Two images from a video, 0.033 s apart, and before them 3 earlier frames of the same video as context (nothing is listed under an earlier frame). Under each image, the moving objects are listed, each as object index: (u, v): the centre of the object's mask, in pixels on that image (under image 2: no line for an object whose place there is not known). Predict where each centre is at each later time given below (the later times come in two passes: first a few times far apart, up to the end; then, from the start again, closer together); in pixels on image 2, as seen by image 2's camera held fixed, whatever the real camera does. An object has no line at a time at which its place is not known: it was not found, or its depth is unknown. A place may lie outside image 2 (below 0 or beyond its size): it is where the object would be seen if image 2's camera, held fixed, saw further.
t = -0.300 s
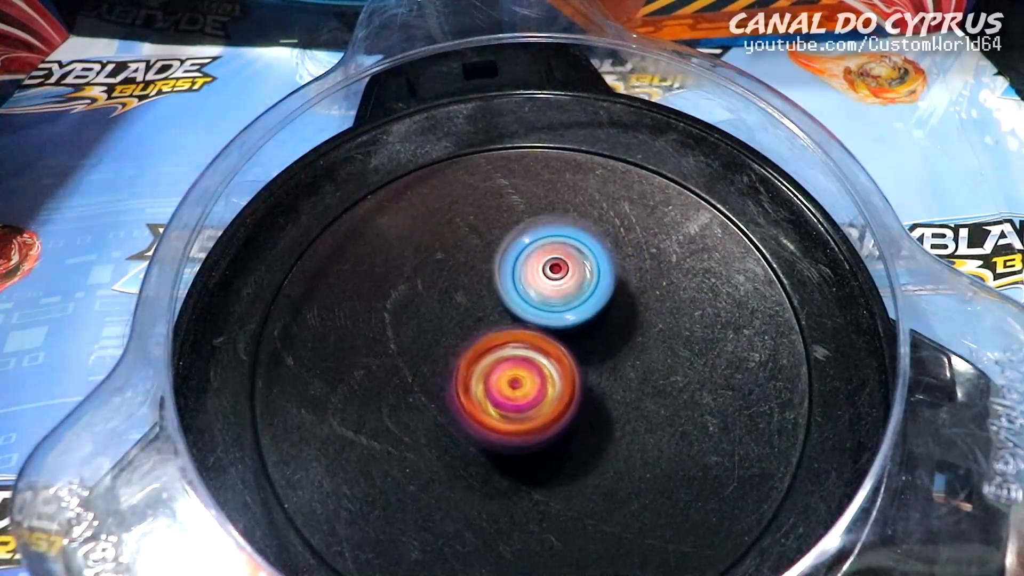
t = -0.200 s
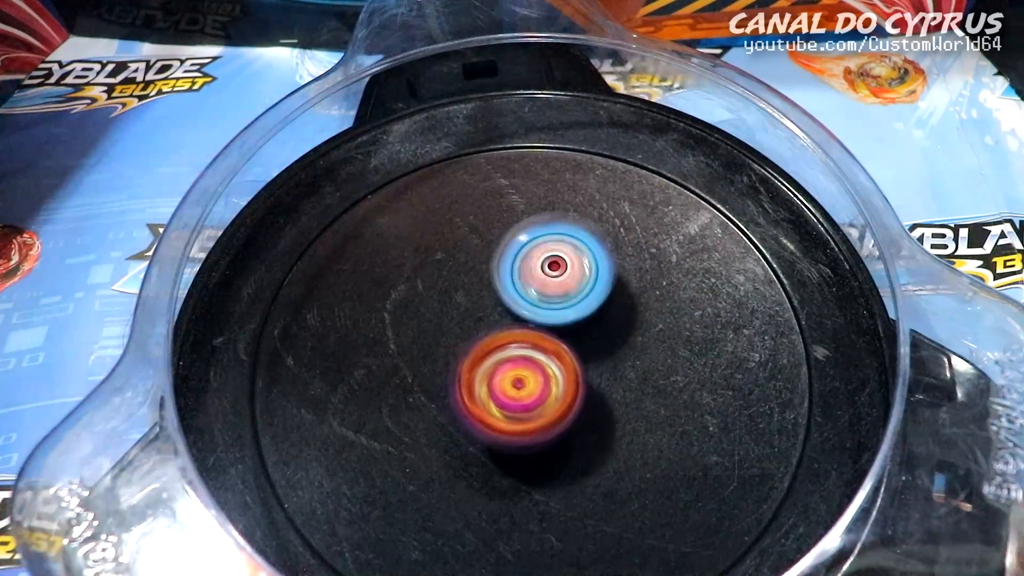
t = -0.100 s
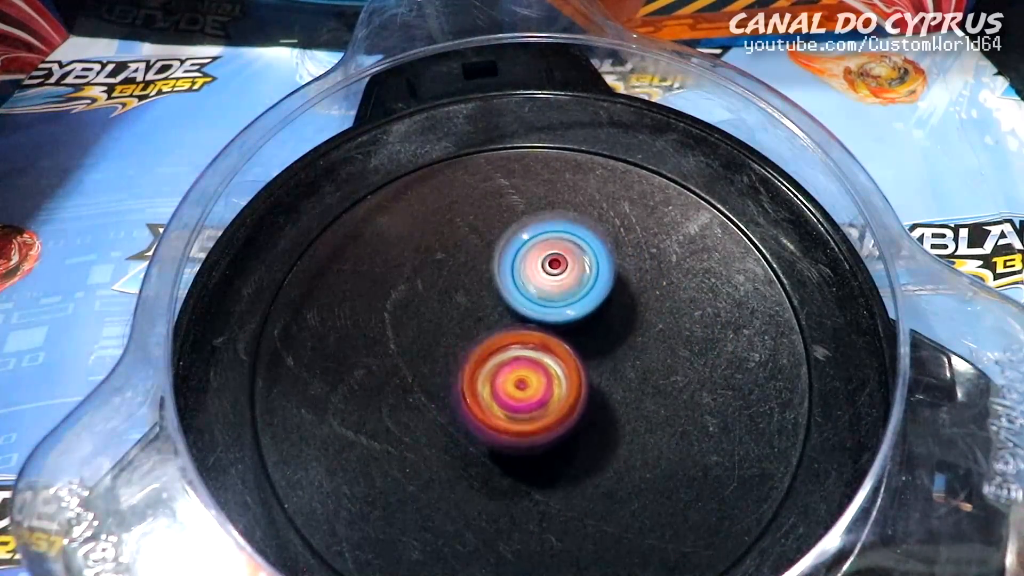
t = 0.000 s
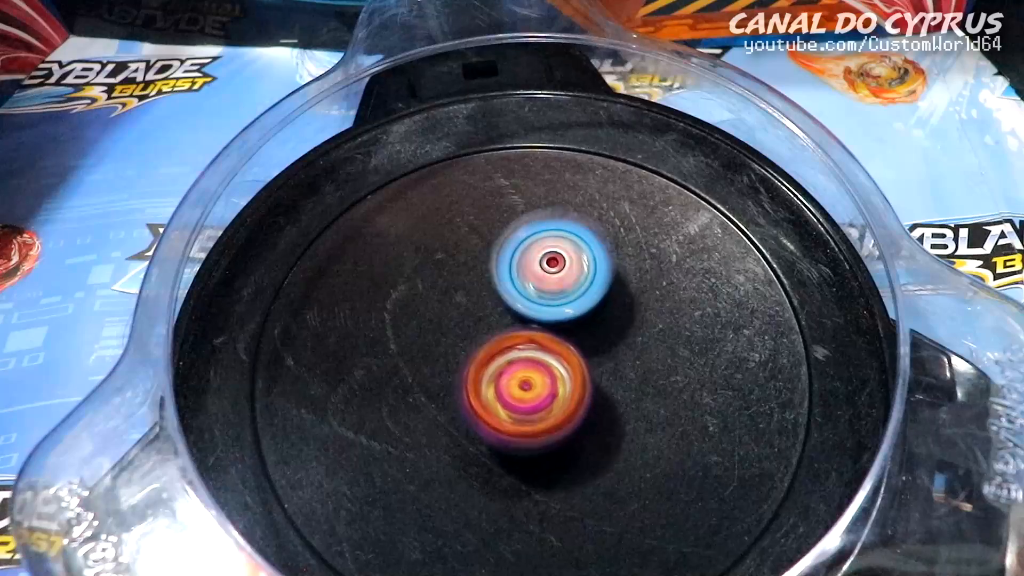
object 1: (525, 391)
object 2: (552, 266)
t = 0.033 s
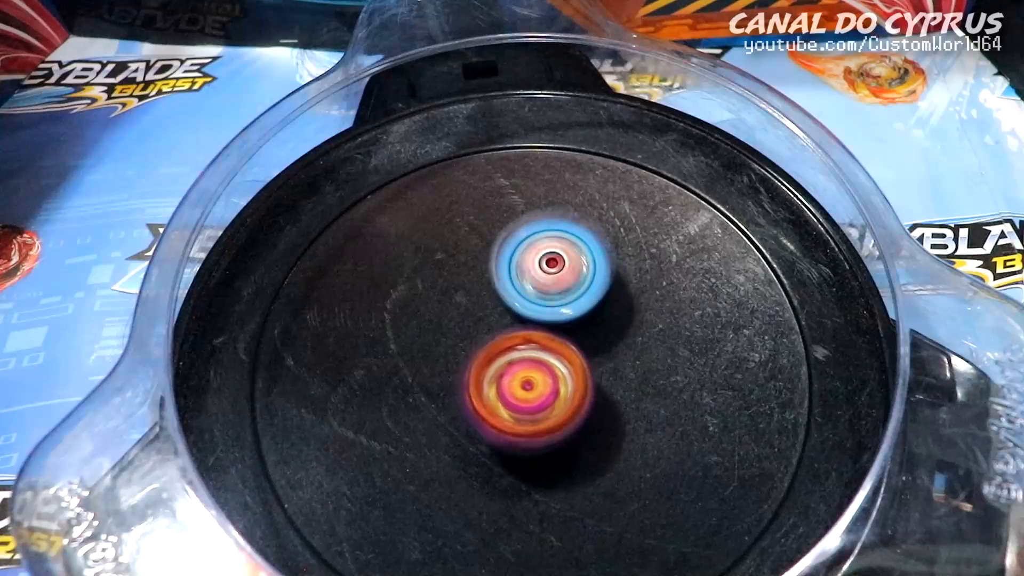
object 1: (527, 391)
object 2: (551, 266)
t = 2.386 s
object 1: (521, 400)
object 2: (564, 269)
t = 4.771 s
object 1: (499, 355)
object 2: (613, 293)
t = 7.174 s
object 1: (504, 323)
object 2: (634, 401)
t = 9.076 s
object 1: (509, 309)
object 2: (569, 450)
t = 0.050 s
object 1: (528, 390)
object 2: (550, 267)
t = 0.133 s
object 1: (530, 396)
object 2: (550, 262)
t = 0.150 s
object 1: (529, 400)
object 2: (551, 259)
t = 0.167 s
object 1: (529, 401)
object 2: (552, 256)
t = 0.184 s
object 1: (529, 401)
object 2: (552, 255)
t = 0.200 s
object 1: (530, 402)
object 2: (552, 255)
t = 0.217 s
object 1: (531, 403)
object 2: (552, 256)
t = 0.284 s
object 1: (533, 404)
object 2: (552, 256)
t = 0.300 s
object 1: (533, 405)
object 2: (552, 256)
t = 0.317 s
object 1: (534, 405)
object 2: (552, 257)
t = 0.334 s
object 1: (534, 405)
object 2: (552, 258)
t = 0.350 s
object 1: (535, 404)
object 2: (552, 259)
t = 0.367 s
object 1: (535, 403)
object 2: (552, 259)
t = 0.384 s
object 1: (536, 403)
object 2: (551, 261)
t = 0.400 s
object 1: (536, 402)
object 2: (552, 261)
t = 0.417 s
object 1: (537, 401)
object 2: (552, 262)
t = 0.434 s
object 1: (537, 400)
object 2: (552, 263)
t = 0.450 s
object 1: (538, 399)
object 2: (551, 265)
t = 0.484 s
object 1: (538, 397)
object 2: (552, 267)
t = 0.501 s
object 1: (538, 396)
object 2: (551, 268)
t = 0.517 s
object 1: (538, 395)
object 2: (552, 269)
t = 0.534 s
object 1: (539, 393)
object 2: (551, 271)
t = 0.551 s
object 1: (539, 393)
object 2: (550, 271)
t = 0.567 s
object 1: (539, 393)
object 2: (550, 272)
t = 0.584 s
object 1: (538, 393)
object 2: (548, 272)
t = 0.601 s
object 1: (538, 392)
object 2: (546, 272)
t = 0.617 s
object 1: (537, 393)
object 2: (546, 272)
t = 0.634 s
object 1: (537, 394)
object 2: (547, 270)
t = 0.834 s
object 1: (533, 395)
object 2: (550, 271)
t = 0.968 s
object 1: (530, 395)
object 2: (551, 270)
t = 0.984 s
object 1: (529, 395)
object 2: (551, 270)
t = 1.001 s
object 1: (529, 396)
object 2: (552, 270)
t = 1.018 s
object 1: (529, 396)
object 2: (552, 271)
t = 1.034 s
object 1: (528, 395)
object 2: (552, 271)
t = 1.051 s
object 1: (528, 395)
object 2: (553, 271)
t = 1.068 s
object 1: (527, 395)
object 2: (553, 271)
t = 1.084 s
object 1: (527, 395)
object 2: (554, 272)
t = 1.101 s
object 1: (527, 394)
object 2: (554, 273)
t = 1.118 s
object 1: (527, 394)
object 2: (554, 273)
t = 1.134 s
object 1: (526, 394)
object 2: (554, 274)
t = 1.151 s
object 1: (525, 393)
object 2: (554, 274)
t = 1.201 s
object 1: (522, 395)
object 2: (552, 274)
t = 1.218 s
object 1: (521, 395)
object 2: (553, 275)
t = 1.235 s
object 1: (521, 395)
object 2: (553, 275)
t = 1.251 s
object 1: (520, 395)
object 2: (553, 276)
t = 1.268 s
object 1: (520, 394)
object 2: (554, 276)
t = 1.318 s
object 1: (518, 395)
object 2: (553, 277)
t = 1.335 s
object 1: (518, 395)
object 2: (554, 277)
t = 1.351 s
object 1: (517, 395)
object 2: (554, 278)
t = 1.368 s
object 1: (517, 396)
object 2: (554, 277)
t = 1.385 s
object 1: (516, 397)
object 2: (554, 277)
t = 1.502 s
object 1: (514, 397)
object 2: (555, 281)
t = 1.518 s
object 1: (514, 397)
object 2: (555, 282)
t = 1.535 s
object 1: (514, 397)
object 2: (555, 283)
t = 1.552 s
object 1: (512, 399)
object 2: (554, 281)
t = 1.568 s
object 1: (513, 400)
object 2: (553, 281)
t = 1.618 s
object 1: (512, 401)
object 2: (553, 282)
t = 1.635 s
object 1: (512, 402)
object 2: (553, 281)
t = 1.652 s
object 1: (512, 403)
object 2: (554, 279)
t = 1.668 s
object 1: (512, 404)
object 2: (554, 279)
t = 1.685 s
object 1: (512, 404)
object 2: (554, 280)
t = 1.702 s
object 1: (512, 404)
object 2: (555, 280)
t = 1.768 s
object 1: (513, 403)
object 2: (556, 281)
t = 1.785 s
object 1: (513, 402)
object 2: (556, 282)
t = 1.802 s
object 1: (514, 402)
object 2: (556, 282)
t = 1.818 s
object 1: (514, 401)
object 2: (556, 283)
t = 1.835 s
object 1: (514, 402)
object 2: (556, 282)
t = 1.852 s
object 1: (514, 401)
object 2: (557, 283)
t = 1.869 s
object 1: (513, 401)
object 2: (558, 282)
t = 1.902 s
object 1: (513, 400)
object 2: (558, 283)
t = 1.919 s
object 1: (514, 400)
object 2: (558, 283)
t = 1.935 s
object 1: (513, 402)
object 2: (558, 281)
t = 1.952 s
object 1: (513, 403)
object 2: (559, 279)
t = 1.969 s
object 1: (513, 403)
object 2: (559, 279)
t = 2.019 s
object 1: (514, 401)
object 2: (560, 280)
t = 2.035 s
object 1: (515, 401)
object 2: (561, 280)
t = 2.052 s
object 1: (515, 401)
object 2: (561, 280)
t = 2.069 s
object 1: (515, 399)
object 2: (561, 281)
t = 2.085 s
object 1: (515, 398)
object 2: (561, 281)
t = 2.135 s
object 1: (518, 397)
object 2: (561, 282)
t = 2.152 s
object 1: (519, 396)
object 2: (561, 282)
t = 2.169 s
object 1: (519, 396)
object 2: (561, 283)
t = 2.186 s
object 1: (519, 395)
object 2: (561, 282)
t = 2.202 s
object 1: (518, 398)
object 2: (560, 280)
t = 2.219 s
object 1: (517, 400)
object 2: (562, 274)
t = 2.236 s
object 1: (516, 402)
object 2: (562, 272)
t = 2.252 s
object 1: (517, 401)
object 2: (562, 270)
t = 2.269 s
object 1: (517, 402)
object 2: (562, 270)
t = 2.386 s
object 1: (521, 400)
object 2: (564, 269)
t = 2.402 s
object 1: (522, 399)
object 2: (564, 270)
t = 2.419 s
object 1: (523, 400)
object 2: (565, 270)
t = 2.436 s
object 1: (524, 398)
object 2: (564, 270)
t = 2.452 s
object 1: (525, 397)
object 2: (564, 270)
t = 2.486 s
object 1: (527, 395)
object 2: (564, 271)
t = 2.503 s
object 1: (527, 394)
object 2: (564, 271)
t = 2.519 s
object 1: (528, 393)
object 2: (564, 272)
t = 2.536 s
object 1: (529, 392)
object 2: (563, 273)
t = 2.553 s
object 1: (530, 391)
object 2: (563, 274)
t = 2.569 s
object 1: (530, 390)
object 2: (563, 275)
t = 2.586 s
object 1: (531, 390)
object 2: (563, 274)
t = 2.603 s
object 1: (530, 391)
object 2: (563, 271)
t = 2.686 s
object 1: (533, 392)
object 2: (561, 270)
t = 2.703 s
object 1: (533, 391)
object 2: (561, 271)
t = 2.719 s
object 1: (534, 391)
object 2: (561, 271)
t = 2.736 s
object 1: (531, 395)
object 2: (559, 269)
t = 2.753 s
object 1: (529, 399)
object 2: (563, 263)
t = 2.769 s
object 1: (527, 403)
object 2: (564, 260)
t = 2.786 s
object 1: (527, 403)
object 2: (565, 256)
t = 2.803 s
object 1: (527, 405)
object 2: (565, 254)
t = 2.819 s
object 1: (527, 405)
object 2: (565, 254)
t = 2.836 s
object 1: (528, 406)
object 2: (565, 255)
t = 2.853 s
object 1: (528, 406)
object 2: (566, 255)
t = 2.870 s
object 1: (529, 407)
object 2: (567, 256)
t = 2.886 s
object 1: (528, 407)
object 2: (567, 256)
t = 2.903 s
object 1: (529, 406)
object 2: (567, 256)
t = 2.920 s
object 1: (530, 407)
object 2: (567, 257)
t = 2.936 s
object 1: (530, 406)
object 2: (567, 258)
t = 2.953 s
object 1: (531, 405)
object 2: (568, 259)
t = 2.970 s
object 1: (530, 406)
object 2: (568, 260)
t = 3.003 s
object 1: (531, 405)
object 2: (568, 261)
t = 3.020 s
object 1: (532, 404)
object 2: (569, 262)
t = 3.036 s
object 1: (533, 403)
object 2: (568, 263)
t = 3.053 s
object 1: (532, 402)
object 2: (569, 264)
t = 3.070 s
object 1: (533, 402)
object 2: (569, 266)
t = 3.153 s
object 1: (534, 396)
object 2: (570, 273)
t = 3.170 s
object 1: (534, 395)
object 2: (570, 274)
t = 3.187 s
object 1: (534, 393)
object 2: (570, 276)
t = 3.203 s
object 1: (533, 394)
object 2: (569, 276)
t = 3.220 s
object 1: (532, 397)
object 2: (571, 273)
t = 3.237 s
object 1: (529, 400)
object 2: (572, 269)
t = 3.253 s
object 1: (527, 401)
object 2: (572, 268)
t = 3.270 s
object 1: (526, 402)
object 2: (571, 267)
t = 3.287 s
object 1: (526, 402)
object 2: (571, 268)
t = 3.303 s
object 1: (526, 400)
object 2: (572, 269)
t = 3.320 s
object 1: (527, 400)
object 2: (572, 271)
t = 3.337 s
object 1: (527, 399)
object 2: (573, 271)
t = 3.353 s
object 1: (527, 398)
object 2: (574, 273)
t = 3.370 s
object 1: (527, 398)
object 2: (575, 273)
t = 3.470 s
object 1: (527, 391)
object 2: (580, 278)
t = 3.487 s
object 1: (527, 391)
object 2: (579, 278)
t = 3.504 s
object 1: (528, 391)
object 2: (581, 277)
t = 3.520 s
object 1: (527, 391)
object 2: (580, 278)
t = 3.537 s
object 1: (527, 391)
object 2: (582, 279)
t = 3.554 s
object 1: (526, 390)
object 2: (582, 280)
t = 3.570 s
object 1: (526, 389)
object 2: (583, 279)
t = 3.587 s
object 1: (525, 390)
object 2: (583, 279)
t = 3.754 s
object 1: (521, 386)
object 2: (591, 280)
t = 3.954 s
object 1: (517, 380)
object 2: (601, 280)
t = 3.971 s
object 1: (516, 379)
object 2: (601, 281)
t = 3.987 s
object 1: (515, 378)
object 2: (602, 281)
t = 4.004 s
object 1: (516, 378)
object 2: (603, 281)
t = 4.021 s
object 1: (516, 377)
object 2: (604, 281)
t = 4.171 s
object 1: (514, 371)
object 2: (609, 281)
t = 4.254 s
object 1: (513, 365)
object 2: (610, 283)
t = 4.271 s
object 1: (514, 365)
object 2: (610, 283)
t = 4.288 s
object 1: (514, 364)
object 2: (611, 284)
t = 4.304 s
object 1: (513, 363)
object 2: (611, 284)
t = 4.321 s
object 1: (513, 362)
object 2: (610, 283)
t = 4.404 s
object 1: (511, 359)
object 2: (609, 283)
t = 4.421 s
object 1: (509, 359)
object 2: (609, 283)
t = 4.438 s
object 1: (509, 358)
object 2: (609, 283)
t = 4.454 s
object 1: (509, 359)
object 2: (610, 283)
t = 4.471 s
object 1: (508, 358)
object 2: (611, 282)
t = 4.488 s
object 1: (507, 358)
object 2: (612, 282)
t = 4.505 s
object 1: (506, 358)
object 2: (613, 282)
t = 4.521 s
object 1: (506, 357)
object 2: (613, 283)
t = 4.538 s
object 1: (506, 358)
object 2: (613, 283)
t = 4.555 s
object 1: (504, 357)
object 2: (614, 284)
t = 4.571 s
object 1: (504, 357)
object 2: (614, 284)
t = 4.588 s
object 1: (503, 357)
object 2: (614, 285)
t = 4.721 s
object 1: (501, 355)
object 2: (613, 291)
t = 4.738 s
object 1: (501, 355)
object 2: (613, 292)
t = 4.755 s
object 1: (501, 355)
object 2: (613, 293)
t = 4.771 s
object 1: (499, 355)
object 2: (613, 293)
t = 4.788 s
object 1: (499, 356)
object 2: (613, 294)
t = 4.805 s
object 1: (496, 356)
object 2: (613, 294)
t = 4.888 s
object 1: (495, 360)
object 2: (613, 300)
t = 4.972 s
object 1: (492, 362)
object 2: (611, 304)
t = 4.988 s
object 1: (491, 362)
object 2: (611, 306)
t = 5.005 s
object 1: (490, 363)
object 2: (611, 307)
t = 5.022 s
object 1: (487, 363)
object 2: (612, 308)
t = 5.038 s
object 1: (483, 364)
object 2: (617, 308)
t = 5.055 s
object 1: (479, 365)
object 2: (618, 309)
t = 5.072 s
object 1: (477, 366)
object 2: (618, 310)
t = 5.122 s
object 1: (475, 367)
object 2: (620, 315)
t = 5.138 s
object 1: (474, 367)
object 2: (620, 317)
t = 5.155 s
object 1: (473, 367)
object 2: (622, 317)
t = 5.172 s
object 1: (472, 367)
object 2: (621, 319)
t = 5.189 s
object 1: (471, 367)
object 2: (622, 321)
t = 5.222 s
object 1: (470, 367)
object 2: (623, 324)
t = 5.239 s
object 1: (469, 367)
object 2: (624, 325)
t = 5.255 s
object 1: (468, 367)
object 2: (624, 327)
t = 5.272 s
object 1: (468, 366)
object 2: (624, 328)
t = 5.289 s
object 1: (468, 366)
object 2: (624, 330)
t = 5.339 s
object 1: (469, 365)
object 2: (626, 333)
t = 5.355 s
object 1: (469, 365)
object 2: (625, 335)
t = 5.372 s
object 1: (469, 365)
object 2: (626, 336)
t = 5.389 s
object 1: (469, 364)
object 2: (626, 338)
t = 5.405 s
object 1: (471, 364)
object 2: (626, 339)
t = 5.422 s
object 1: (472, 364)
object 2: (626, 340)
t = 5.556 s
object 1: (481, 363)
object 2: (627, 350)
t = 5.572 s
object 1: (483, 362)
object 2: (627, 351)
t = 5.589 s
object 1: (485, 361)
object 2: (627, 353)
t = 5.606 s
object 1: (487, 362)
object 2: (626, 354)
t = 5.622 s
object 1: (487, 362)
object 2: (626, 356)
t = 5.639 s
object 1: (490, 362)
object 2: (626, 356)
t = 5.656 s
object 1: (490, 362)
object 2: (628, 356)
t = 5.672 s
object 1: (489, 362)
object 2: (629, 355)
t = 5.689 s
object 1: (490, 363)
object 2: (628, 356)
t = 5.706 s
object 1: (493, 363)
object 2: (629, 357)
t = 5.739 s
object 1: (493, 363)
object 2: (630, 358)
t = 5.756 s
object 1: (494, 364)
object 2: (630, 357)
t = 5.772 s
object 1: (496, 364)
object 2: (633, 357)
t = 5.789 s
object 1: (492, 364)
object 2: (639, 358)
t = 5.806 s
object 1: (490, 365)
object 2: (647, 359)
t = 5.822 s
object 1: (489, 364)
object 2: (652, 362)
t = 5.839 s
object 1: (490, 365)
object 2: (657, 361)
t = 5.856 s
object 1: (490, 366)
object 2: (660, 363)
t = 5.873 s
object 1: (490, 367)
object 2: (662, 363)
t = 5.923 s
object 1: (492, 369)
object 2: (666, 365)
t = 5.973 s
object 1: (494, 370)
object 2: (666, 366)
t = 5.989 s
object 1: (494, 371)
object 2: (666, 367)
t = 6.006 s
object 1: (495, 370)
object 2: (667, 367)
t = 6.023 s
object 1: (496, 371)
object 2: (666, 367)
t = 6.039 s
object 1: (496, 372)
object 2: (667, 367)
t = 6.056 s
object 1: (497, 371)
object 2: (666, 367)
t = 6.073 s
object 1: (499, 372)
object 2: (666, 367)
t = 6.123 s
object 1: (502, 372)
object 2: (665, 367)
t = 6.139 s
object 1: (503, 372)
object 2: (664, 367)
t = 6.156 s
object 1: (505, 373)
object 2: (664, 368)
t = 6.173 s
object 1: (505, 372)
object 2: (662, 368)
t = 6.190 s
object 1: (507, 372)
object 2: (661, 368)
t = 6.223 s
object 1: (509, 373)
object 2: (658, 369)
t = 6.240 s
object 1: (510, 372)
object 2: (658, 369)
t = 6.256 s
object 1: (513, 373)
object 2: (656, 369)
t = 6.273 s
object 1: (512, 372)
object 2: (656, 369)
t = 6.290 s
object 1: (513, 372)
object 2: (656, 369)
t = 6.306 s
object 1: (514, 372)
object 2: (655, 367)
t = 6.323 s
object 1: (513, 371)
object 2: (657, 365)
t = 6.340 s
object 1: (512, 370)
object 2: (658, 364)
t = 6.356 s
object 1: (511, 369)
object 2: (658, 364)
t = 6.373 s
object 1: (512, 368)
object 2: (657, 363)
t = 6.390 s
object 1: (514, 368)
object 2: (655, 364)
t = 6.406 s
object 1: (512, 367)
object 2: (654, 365)
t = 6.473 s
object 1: (512, 365)
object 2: (652, 366)
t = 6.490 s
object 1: (513, 364)
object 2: (651, 366)
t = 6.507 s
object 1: (512, 364)
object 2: (650, 366)
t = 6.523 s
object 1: (511, 361)
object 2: (650, 366)
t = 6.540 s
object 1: (511, 360)
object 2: (651, 367)
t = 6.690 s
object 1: (509, 351)
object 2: (646, 372)
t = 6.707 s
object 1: (507, 350)
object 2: (646, 373)
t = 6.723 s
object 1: (506, 348)
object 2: (646, 374)
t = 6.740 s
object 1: (507, 348)
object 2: (646, 374)
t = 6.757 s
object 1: (508, 347)
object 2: (645, 375)
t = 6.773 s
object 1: (506, 345)
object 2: (644, 375)
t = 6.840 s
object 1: (507, 342)
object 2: (640, 379)
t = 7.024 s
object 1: (509, 331)
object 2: (630, 388)
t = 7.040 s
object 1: (510, 331)
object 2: (629, 389)
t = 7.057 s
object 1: (510, 329)
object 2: (628, 390)
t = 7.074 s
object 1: (510, 329)
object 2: (627, 391)
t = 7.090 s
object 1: (508, 328)
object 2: (631, 393)
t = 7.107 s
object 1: (506, 326)
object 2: (633, 396)
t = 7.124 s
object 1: (503, 326)
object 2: (635, 398)
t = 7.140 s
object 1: (502, 324)
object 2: (636, 397)
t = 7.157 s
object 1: (504, 323)
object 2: (635, 400)
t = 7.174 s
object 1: (504, 323)
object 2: (634, 401)
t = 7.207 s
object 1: (504, 323)
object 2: (631, 402)
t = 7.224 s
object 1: (504, 324)
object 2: (630, 403)
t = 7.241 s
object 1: (503, 323)
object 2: (630, 405)
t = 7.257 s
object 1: (504, 323)
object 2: (629, 406)
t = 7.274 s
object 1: (504, 323)
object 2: (628, 406)
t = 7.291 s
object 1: (503, 323)
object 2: (628, 407)
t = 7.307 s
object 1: (505, 323)
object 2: (626, 408)
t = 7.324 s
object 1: (505, 324)
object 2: (625, 409)
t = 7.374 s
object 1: (506, 325)
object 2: (622, 412)
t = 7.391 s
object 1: (506, 325)
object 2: (621, 412)
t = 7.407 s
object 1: (508, 325)
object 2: (620, 413)
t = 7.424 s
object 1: (508, 326)
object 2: (619, 414)
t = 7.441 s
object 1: (507, 327)
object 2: (617, 414)
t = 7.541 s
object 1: (510, 332)
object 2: (610, 419)
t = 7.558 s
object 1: (512, 333)
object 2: (609, 419)
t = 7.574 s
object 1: (512, 333)
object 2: (607, 419)
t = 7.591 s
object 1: (511, 335)
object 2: (606, 420)
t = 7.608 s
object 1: (513, 336)
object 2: (607, 421)
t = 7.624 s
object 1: (513, 336)
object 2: (608, 422)
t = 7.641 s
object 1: (512, 336)
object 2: (607, 421)
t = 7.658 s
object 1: (513, 336)
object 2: (608, 422)
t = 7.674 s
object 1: (514, 335)
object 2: (607, 423)
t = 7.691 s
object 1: (512, 336)
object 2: (607, 423)
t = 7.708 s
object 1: (513, 335)
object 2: (607, 423)
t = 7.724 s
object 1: (513, 335)
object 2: (606, 424)
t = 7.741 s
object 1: (510, 335)
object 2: (604, 423)
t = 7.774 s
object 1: (511, 336)
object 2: (603, 426)
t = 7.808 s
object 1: (510, 335)
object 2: (601, 428)
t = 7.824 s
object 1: (509, 336)
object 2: (600, 427)
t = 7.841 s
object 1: (507, 337)
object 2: (600, 429)
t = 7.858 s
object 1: (508, 336)
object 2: (600, 429)
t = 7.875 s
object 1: (507, 336)
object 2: (598, 429)
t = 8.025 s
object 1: (503, 337)
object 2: (588, 432)
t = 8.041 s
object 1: (503, 337)
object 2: (588, 432)
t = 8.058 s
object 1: (504, 336)
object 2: (588, 433)
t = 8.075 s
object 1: (502, 337)
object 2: (586, 432)
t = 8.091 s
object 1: (503, 337)
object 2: (584, 432)
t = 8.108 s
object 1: (502, 337)
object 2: (583, 433)
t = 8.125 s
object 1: (502, 337)
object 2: (583, 432)
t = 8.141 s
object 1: (501, 337)
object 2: (583, 432)
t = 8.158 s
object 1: (502, 336)
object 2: (582, 432)
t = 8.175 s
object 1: (501, 336)
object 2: (581, 431)
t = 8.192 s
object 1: (502, 336)
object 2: (582, 433)
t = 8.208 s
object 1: (501, 335)
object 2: (583, 431)
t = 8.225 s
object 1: (500, 336)
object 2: (583, 430)
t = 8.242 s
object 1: (501, 335)
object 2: (583, 430)
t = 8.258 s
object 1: (500, 334)
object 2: (584, 430)
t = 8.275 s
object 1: (498, 331)
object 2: (587, 433)
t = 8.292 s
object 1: (498, 328)
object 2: (589, 437)
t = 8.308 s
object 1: (497, 326)
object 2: (592, 438)
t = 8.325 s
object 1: (497, 325)
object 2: (592, 439)
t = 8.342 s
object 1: (499, 325)
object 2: (592, 439)
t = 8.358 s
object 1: (498, 324)
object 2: (591, 439)
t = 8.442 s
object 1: (499, 320)
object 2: (588, 440)
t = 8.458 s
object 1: (499, 320)
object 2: (587, 440)
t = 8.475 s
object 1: (500, 318)
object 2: (587, 441)
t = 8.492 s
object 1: (500, 319)
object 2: (586, 440)
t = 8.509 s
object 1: (501, 318)
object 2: (585, 441)
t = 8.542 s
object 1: (503, 318)
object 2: (584, 440)
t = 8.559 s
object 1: (504, 318)
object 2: (583, 440)
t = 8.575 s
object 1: (503, 318)
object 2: (582, 439)
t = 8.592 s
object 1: (505, 318)
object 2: (581, 439)
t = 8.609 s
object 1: (507, 319)
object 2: (580, 439)
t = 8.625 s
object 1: (506, 319)
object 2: (579, 438)
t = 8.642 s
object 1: (508, 320)
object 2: (578, 438)
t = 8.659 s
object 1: (509, 320)
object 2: (577, 436)
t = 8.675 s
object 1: (509, 320)
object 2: (575, 435)
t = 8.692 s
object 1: (512, 322)
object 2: (573, 433)
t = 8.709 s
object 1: (511, 322)
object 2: (571, 430)
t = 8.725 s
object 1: (511, 322)
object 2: (569, 428)
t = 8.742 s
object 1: (512, 321)
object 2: (572, 427)
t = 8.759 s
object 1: (511, 319)
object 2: (571, 427)
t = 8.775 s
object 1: (510, 318)
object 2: (572, 427)
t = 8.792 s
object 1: (512, 317)
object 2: (573, 426)
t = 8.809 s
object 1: (513, 317)
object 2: (572, 426)
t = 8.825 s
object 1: (513, 315)
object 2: (578, 429)
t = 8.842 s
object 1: (511, 310)
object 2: (578, 437)
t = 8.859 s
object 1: (510, 308)
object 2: (581, 442)
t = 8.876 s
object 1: (511, 306)
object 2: (579, 447)
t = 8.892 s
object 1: (510, 306)
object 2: (579, 448)
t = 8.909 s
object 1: (511, 305)
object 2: (578, 450)
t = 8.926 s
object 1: (512, 306)
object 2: (579, 451)
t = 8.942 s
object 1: (510, 307)
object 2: (578, 450)
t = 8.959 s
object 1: (510, 306)
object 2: (577, 450)
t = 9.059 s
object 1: (509, 308)
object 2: (569, 451)
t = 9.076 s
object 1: (509, 309)
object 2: (569, 450)
